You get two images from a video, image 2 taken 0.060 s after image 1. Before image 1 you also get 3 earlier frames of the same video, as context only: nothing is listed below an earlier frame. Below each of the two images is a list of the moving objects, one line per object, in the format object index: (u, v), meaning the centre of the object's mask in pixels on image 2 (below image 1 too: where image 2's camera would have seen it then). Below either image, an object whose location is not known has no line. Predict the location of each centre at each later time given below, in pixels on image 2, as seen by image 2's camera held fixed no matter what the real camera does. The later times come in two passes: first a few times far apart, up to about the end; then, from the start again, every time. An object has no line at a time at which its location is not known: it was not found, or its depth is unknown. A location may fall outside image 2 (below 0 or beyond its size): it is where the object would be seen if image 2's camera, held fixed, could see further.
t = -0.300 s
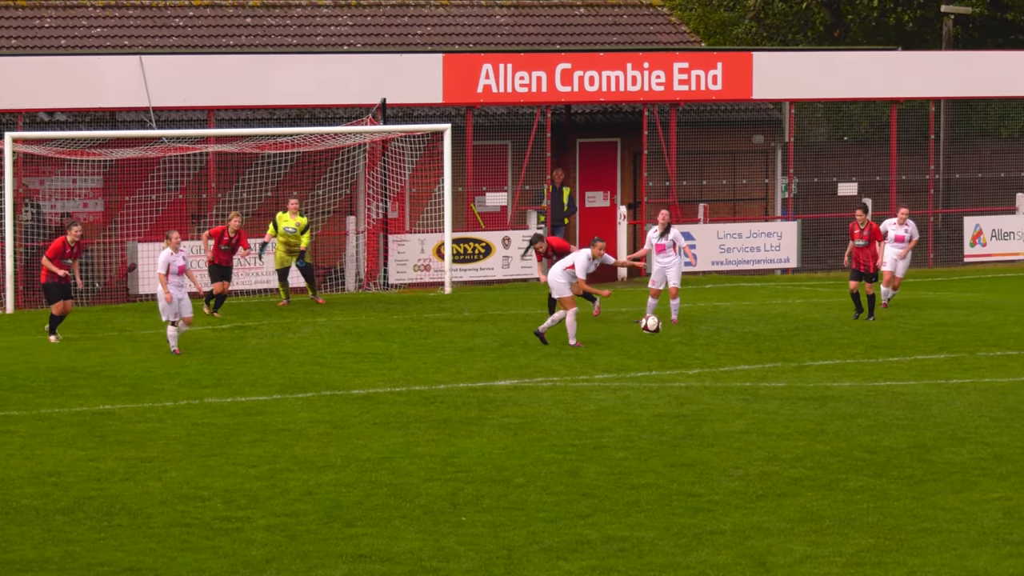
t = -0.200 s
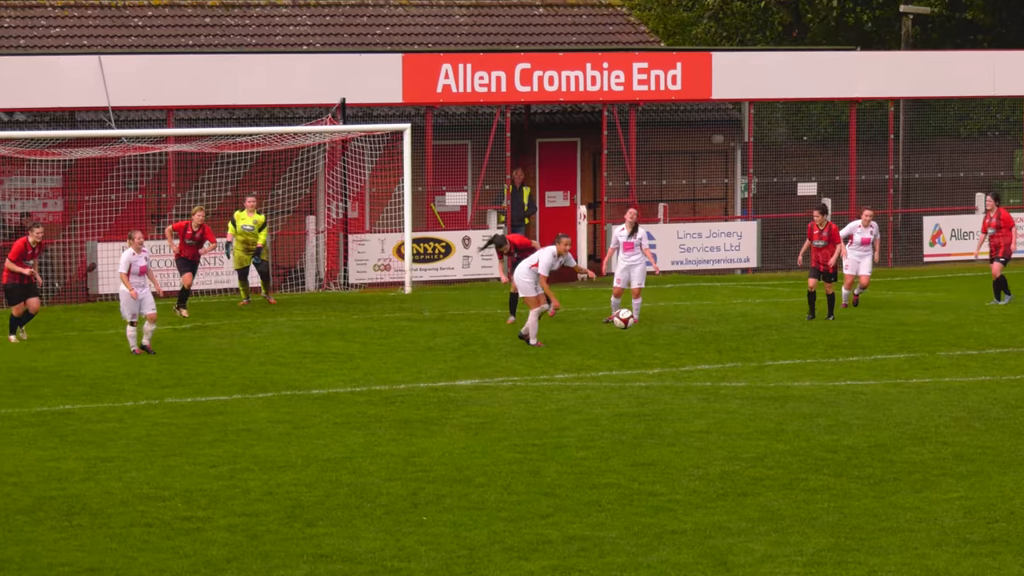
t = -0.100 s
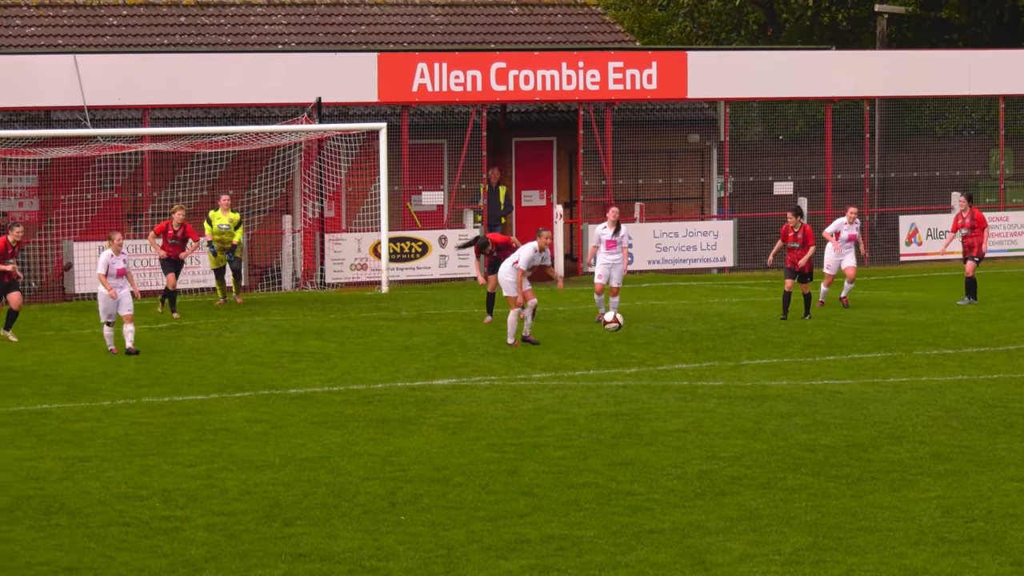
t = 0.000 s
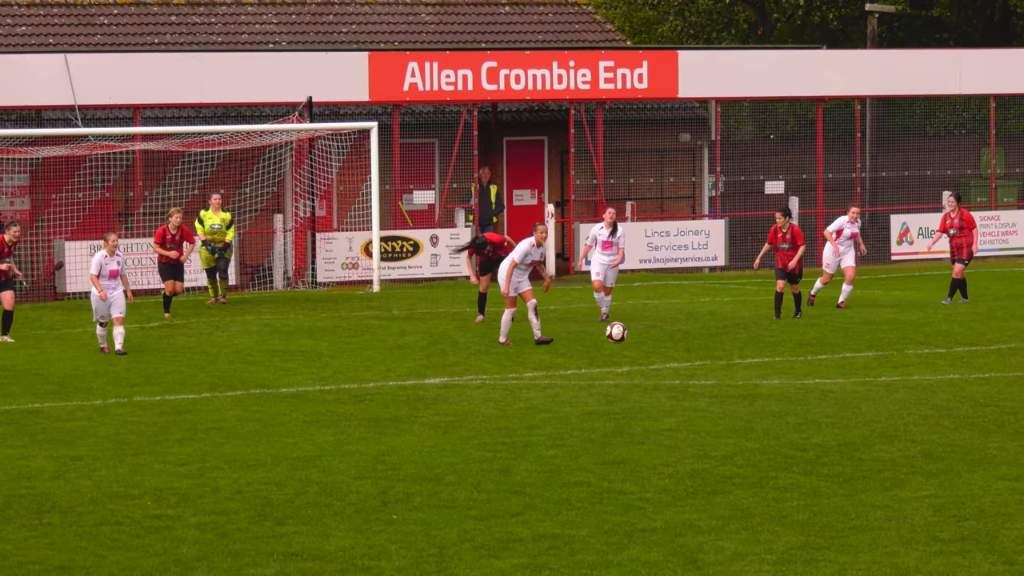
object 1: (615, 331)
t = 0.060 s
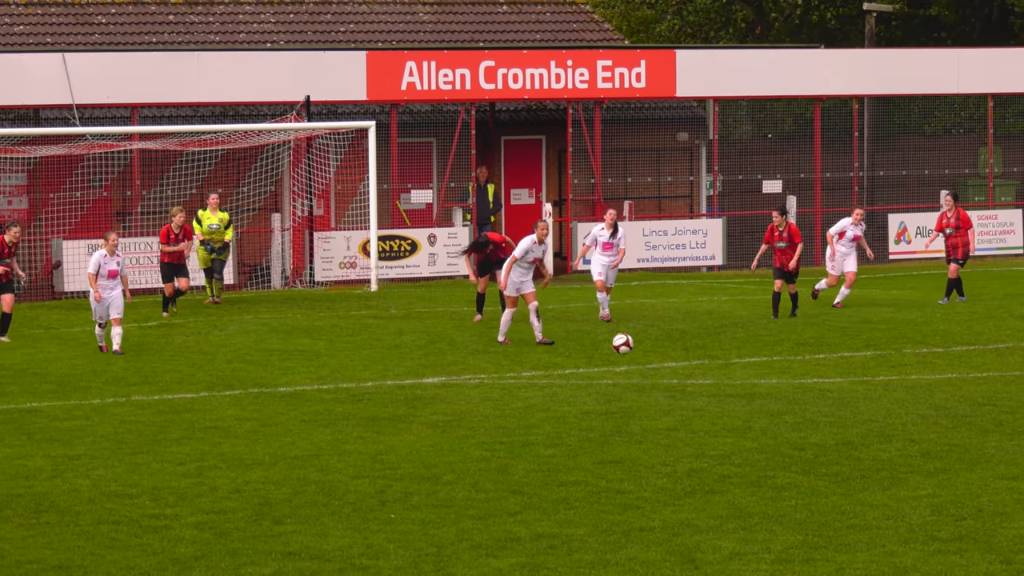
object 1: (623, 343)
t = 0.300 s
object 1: (654, 370)
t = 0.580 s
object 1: (690, 390)
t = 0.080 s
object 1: (625, 348)
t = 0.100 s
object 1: (628, 353)
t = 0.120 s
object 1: (630, 358)
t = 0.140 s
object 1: (633, 364)
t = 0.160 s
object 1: (636, 370)
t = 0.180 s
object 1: (639, 377)
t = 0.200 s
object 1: (641, 380)
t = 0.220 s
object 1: (644, 378)
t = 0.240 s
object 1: (646, 375)
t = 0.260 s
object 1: (649, 373)
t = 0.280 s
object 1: (651, 371)
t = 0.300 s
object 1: (654, 370)
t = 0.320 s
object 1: (657, 369)
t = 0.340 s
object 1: (659, 368)
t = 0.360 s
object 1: (662, 368)
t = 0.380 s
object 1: (665, 368)
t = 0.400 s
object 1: (667, 368)
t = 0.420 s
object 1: (670, 370)
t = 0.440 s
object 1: (672, 371)
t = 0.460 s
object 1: (675, 373)
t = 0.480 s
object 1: (677, 374)
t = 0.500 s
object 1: (680, 377)
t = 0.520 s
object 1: (683, 380)
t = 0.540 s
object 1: (685, 383)
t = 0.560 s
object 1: (687, 387)
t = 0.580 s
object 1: (690, 390)
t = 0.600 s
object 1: (692, 389)
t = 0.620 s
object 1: (694, 388)
